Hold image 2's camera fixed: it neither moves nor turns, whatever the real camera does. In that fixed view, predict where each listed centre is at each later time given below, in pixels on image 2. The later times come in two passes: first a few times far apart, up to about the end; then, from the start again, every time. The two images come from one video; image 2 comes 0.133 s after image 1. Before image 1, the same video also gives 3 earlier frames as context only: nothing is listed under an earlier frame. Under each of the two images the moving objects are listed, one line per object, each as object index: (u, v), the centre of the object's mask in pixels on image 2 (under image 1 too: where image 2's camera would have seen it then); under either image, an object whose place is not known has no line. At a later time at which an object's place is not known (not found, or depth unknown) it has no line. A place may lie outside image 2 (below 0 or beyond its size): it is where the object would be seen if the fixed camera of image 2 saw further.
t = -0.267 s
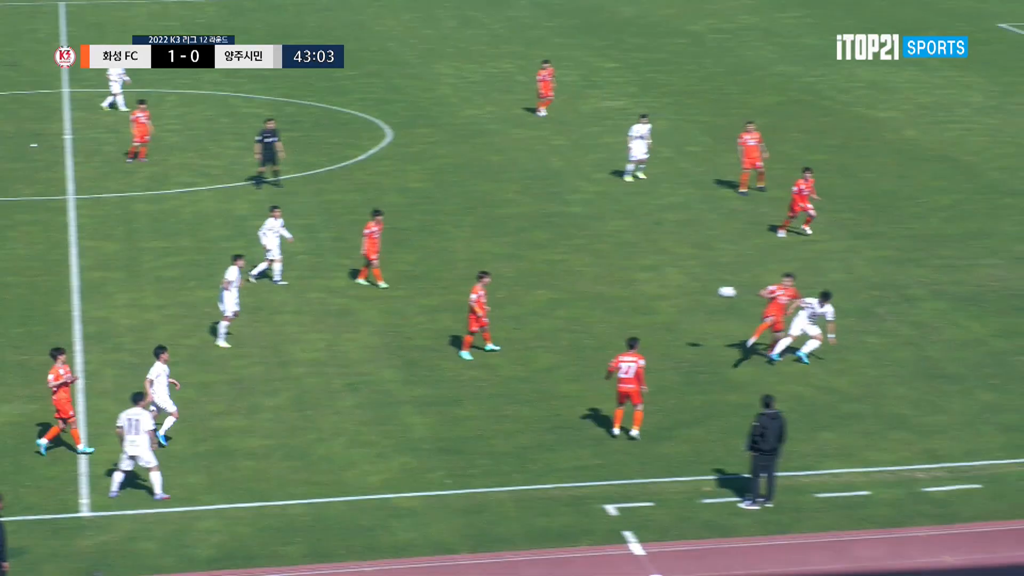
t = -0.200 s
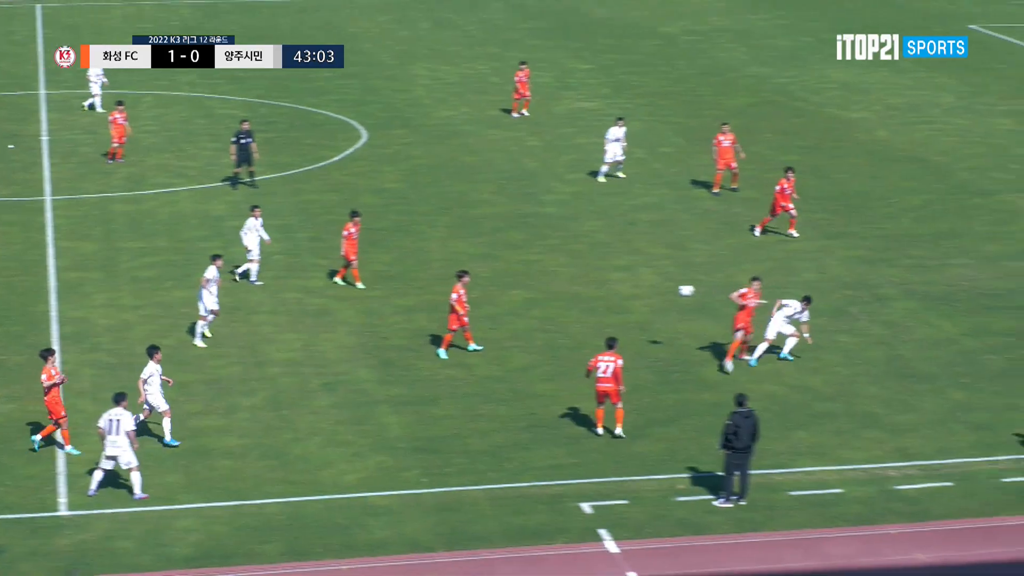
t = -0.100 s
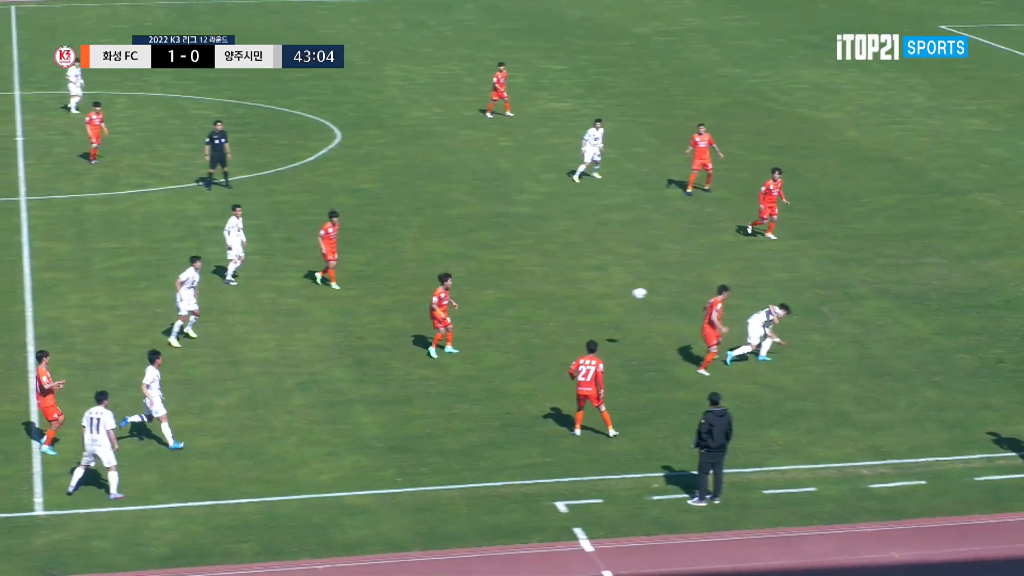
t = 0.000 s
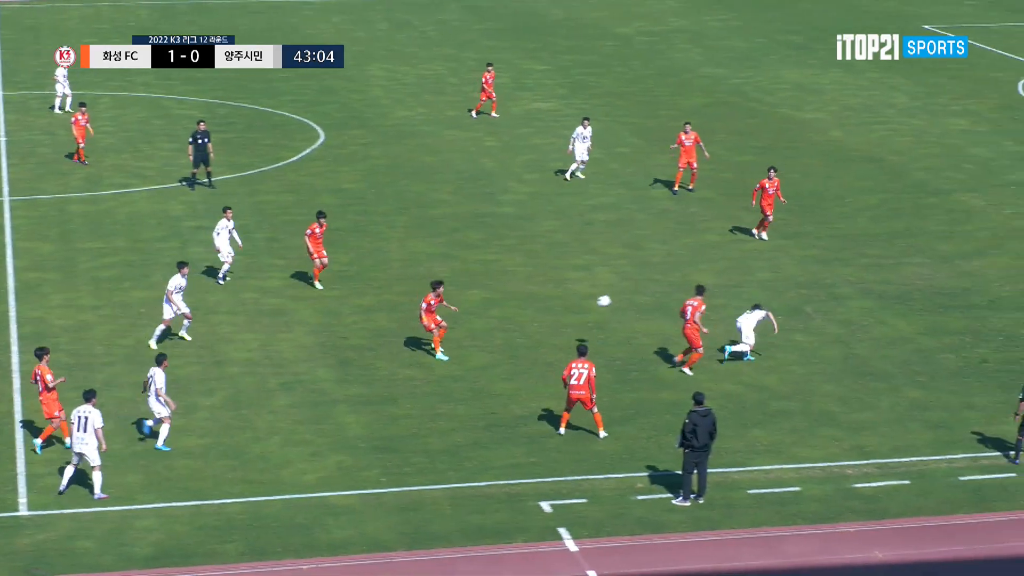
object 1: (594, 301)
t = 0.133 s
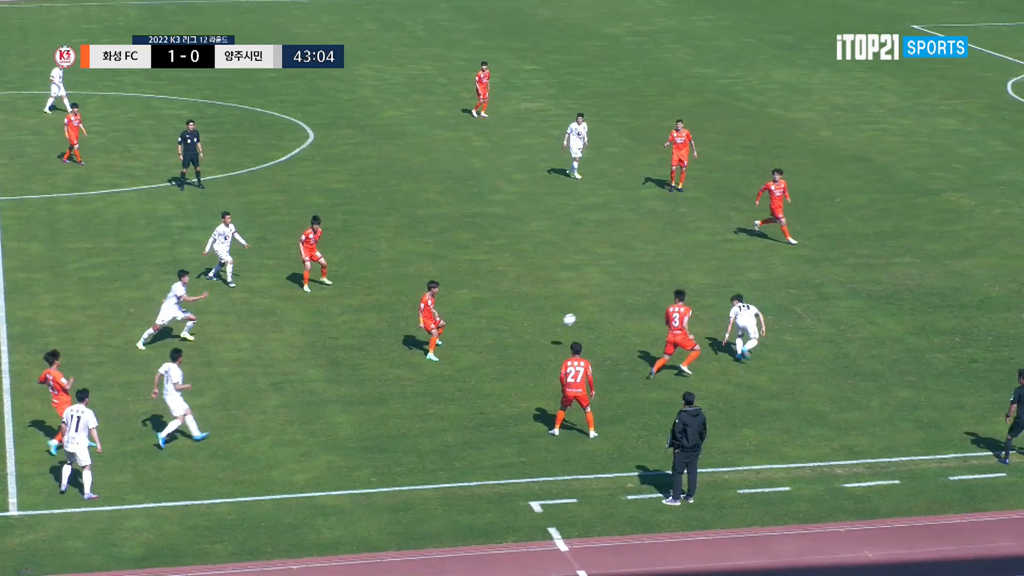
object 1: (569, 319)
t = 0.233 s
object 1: (552, 339)
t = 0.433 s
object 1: (522, 318)
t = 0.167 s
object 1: (564, 325)
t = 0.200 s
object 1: (558, 332)
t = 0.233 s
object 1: (552, 339)
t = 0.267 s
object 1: (547, 341)
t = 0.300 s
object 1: (542, 335)
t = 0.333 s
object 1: (537, 330)
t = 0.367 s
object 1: (532, 325)
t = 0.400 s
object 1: (527, 321)
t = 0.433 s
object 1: (522, 318)
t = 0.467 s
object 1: (517, 315)
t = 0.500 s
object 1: (512, 312)
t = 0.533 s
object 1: (507, 310)
